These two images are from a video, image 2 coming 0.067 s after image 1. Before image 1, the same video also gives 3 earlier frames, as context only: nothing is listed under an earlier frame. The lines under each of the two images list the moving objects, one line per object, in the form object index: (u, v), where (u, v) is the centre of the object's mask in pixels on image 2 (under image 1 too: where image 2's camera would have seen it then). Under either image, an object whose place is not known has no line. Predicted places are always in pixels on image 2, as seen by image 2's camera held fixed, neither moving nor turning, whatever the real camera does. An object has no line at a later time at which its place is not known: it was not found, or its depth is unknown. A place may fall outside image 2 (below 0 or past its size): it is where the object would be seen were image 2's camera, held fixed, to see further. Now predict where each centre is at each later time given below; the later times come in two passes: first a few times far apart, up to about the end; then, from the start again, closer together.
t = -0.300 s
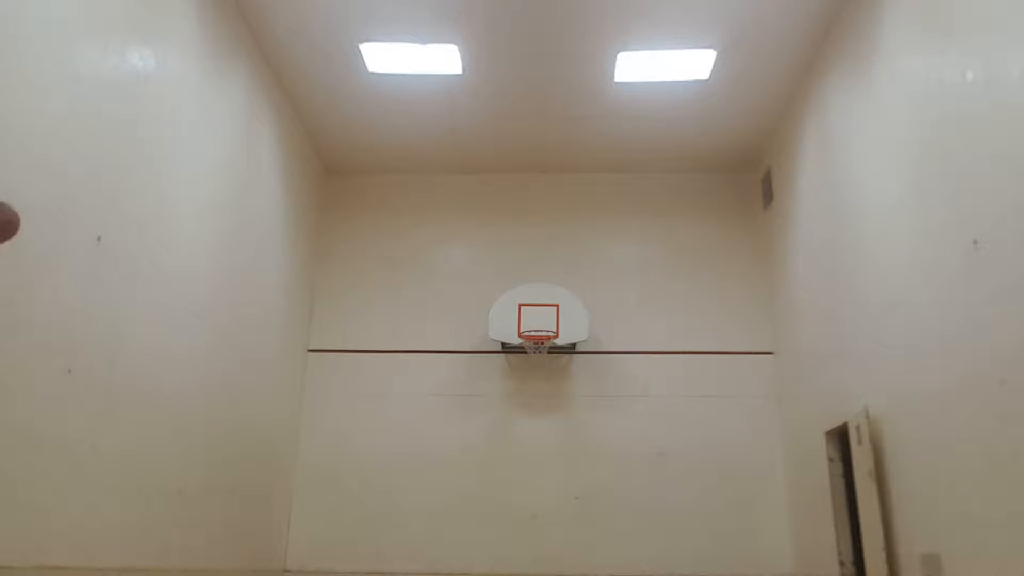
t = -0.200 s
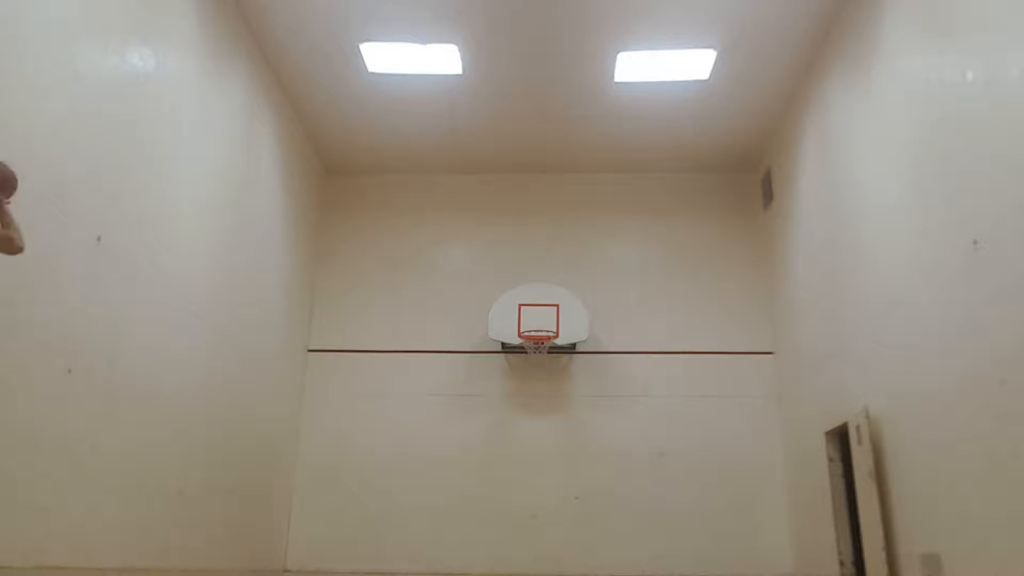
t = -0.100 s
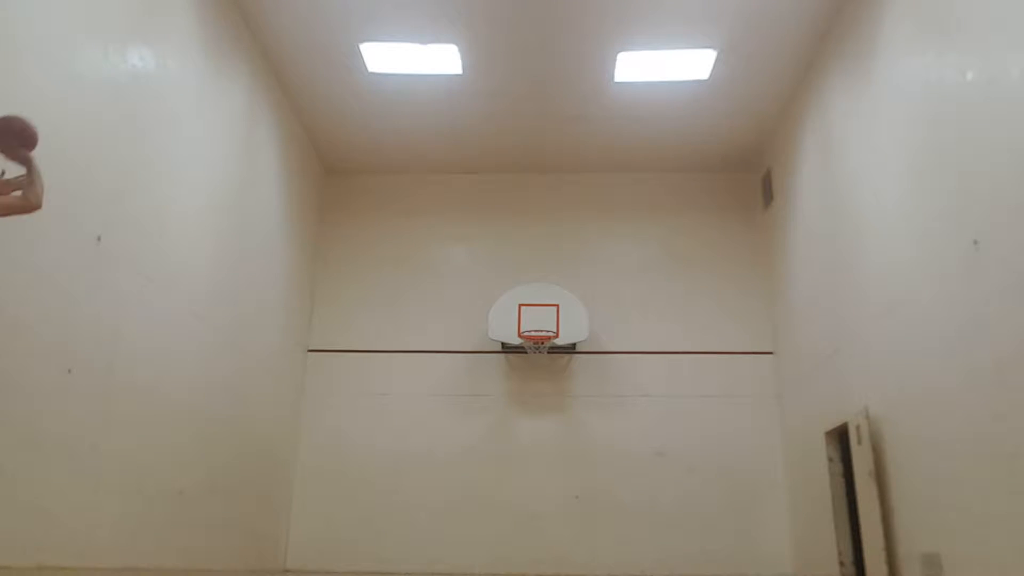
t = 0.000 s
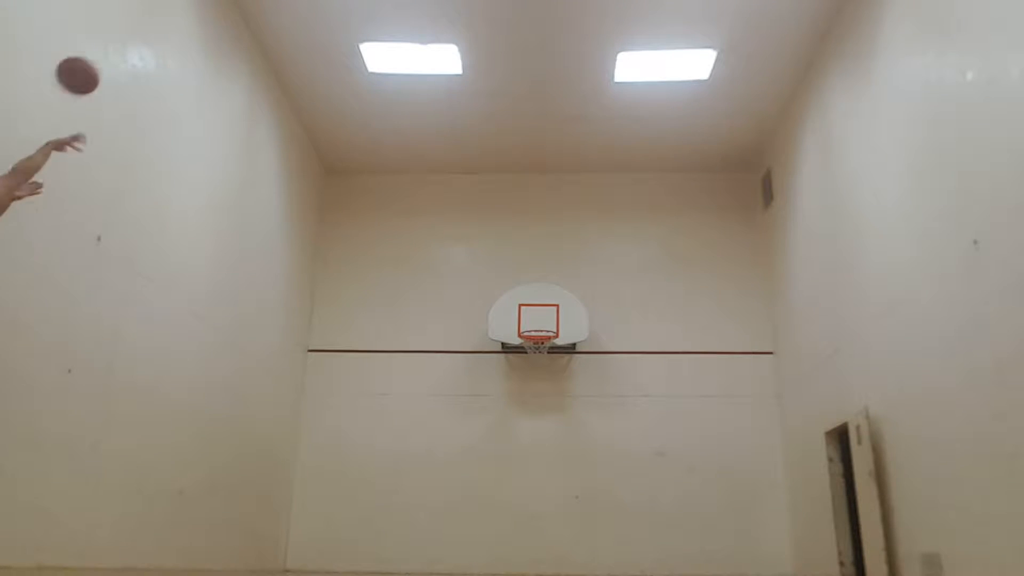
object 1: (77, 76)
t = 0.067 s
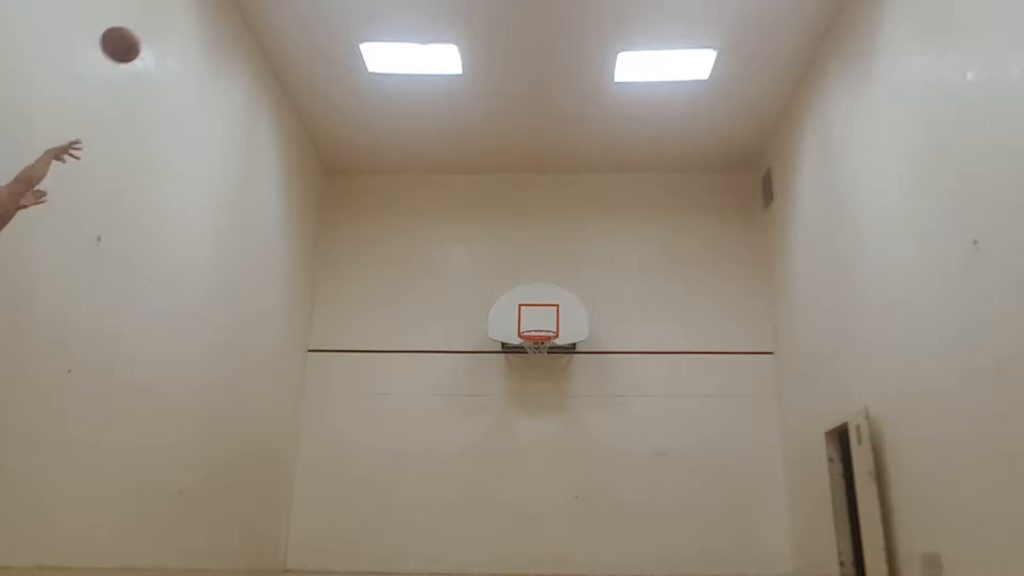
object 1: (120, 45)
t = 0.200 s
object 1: (190, 11)
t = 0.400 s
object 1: (270, 3)
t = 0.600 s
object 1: (326, 14)
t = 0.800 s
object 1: (372, 70)
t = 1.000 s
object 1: (412, 154)
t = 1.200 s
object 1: (447, 271)
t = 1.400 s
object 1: (480, 424)
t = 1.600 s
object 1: (508, 535)
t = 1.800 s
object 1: (516, 434)
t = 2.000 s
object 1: (523, 379)
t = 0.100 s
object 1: (139, 33)
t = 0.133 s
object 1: (157, 22)
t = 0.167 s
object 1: (174, 15)
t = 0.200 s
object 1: (190, 11)
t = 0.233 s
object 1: (206, 8)
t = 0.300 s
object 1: (234, 5)
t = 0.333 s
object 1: (247, 4)
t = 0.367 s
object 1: (258, 3)
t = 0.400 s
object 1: (270, 3)
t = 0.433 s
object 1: (280, 4)
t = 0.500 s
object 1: (300, 6)
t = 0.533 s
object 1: (309, 8)
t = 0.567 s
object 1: (318, 11)
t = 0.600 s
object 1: (326, 14)
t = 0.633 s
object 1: (335, 22)
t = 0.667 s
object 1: (343, 30)
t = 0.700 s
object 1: (351, 39)
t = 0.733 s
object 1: (358, 48)
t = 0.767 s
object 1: (365, 58)
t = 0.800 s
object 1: (372, 70)
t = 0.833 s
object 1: (380, 82)
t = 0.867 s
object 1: (387, 96)
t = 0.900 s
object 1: (393, 110)
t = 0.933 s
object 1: (399, 123)
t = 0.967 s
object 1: (406, 138)
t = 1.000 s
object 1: (412, 154)
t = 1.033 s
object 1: (417, 171)
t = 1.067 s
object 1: (424, 189)
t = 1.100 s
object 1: (430, 209)
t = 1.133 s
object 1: (435, 228)
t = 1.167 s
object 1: (441, 249)
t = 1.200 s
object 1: (447, 271)
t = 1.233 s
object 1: (453, 293)
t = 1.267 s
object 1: (458, 317)
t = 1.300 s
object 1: (464, 343)
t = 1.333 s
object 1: (470, 368)
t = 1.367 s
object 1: (475, 396)
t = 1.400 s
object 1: (480, 424)
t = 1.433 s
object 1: (486, 453)
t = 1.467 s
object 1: (492, 484)
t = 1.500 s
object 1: (497, 515)
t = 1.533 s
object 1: (503, 548)
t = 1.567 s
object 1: (506, 557)
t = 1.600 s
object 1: (508, 535)
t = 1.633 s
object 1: (510, 515)
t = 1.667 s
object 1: (511, 495)
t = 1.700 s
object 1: (512, 478)
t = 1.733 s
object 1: (514, 462)
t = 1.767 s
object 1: (515, 447)
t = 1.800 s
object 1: (516, 434)
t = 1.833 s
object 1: (517, 422)
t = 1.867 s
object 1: (519, 411)
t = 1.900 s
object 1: (520, 401)
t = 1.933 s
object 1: (521, 393)
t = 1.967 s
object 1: (522, 385)
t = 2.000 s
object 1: (523, 379)
